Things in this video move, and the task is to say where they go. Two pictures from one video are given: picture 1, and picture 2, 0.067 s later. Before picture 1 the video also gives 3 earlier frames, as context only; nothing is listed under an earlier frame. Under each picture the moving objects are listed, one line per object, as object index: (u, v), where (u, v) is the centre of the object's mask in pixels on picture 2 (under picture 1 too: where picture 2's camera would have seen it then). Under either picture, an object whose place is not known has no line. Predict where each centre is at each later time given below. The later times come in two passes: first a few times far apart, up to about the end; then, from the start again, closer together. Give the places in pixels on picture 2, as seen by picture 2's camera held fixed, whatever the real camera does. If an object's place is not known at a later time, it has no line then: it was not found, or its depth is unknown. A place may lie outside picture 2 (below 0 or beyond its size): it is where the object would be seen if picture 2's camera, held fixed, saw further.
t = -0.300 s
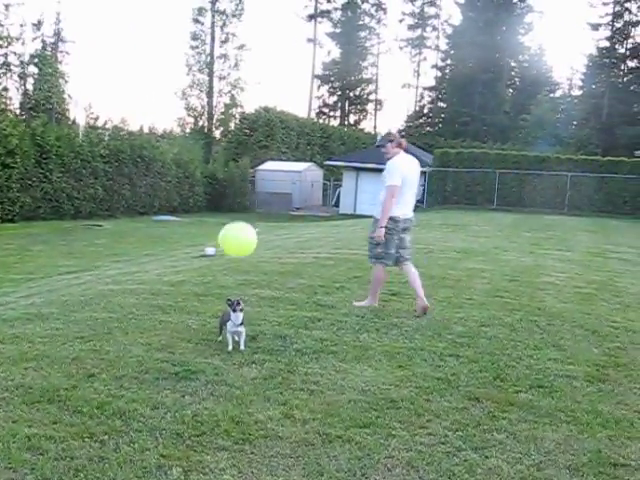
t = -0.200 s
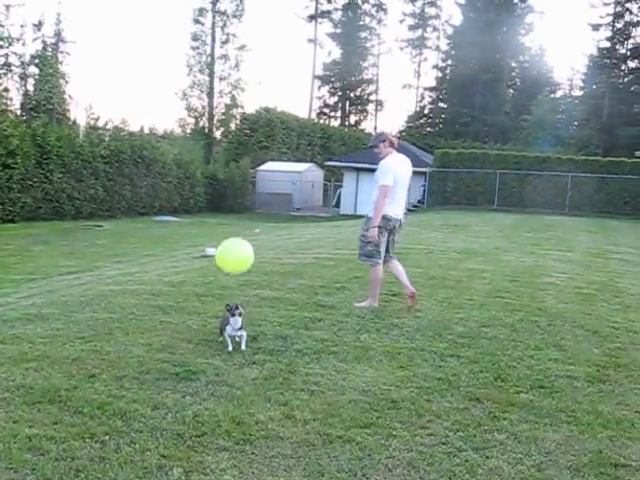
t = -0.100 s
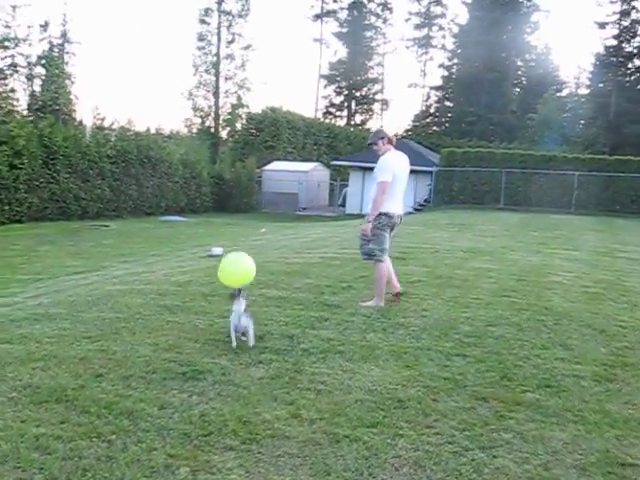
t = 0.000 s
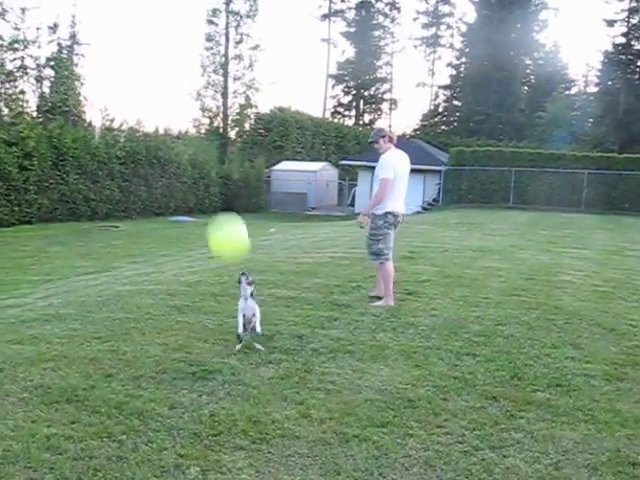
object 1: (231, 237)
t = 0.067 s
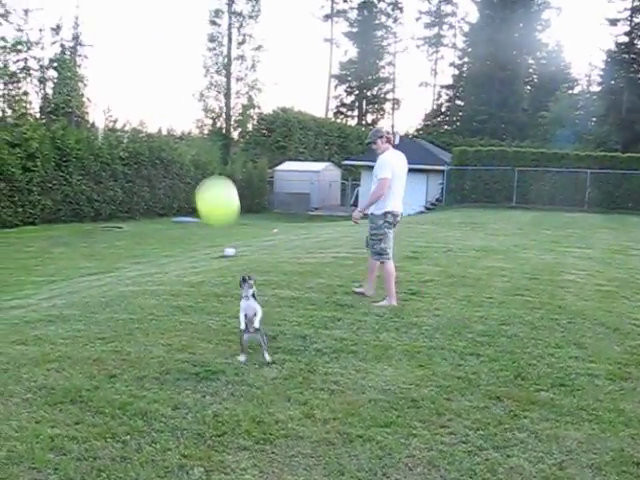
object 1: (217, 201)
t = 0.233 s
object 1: (209, 144)
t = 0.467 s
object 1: (191, 114)
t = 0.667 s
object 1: (170, 89)
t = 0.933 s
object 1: (144, 75)
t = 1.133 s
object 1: (126, 84)
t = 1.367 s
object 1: (114, 109)
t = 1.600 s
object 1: (101, 144)
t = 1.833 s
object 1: (88, 191)
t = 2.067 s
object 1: (77, 240)
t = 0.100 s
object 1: (213, 185)
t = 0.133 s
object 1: (211, 171)
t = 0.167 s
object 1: (210, 160)
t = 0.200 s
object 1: (210, 151)
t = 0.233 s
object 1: (209, 144)
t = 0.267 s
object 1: (208, 140)
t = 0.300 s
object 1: (206, 135)
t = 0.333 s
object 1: (204, 132)
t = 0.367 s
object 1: (200, 129)
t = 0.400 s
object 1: (197, 122)
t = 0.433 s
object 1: (194, 118)
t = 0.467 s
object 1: (191, 114)
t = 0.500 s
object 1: (187, 108)
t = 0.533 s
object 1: (184, 104)
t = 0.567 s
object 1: (180, 102)
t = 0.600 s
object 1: (176, 97)
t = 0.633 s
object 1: (173, 91)
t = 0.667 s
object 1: (170, 89)
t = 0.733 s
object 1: (164, 82)
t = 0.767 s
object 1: (161, 80)
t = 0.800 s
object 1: (159, 77)
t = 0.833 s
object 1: (154, 77)
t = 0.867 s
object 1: (150, 76)
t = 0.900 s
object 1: (147, 76)
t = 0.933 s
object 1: (144, 75)
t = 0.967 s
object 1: (140, 76)
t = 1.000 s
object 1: (138, 76)
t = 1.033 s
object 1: (134, 78)
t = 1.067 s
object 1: (130, 80)
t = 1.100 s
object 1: (128, 82)
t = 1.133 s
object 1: (126, 84)
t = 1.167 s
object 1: (124, 86)
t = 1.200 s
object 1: (121, 90)
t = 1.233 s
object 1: (120, 93)
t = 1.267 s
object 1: (118, 96)
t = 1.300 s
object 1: (115, 99)
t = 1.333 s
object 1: (113, 104)
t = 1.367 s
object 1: (114, 109)
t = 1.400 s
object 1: (111, 115)
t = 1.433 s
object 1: (109, 120)
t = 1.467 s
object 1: (108, 125)
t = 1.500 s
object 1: (107, 129)
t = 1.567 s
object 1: (103, 140)
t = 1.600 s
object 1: (101, 144)
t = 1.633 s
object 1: (96, 150)
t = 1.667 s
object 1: (95, 156)
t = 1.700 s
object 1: (93, 163)
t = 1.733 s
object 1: (93, 170)
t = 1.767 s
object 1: (92, 177)
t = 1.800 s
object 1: (90, 184)
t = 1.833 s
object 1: (88, 191)
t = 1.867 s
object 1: (87, 198)
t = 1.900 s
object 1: (84, 205)
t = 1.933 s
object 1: (83, 212)
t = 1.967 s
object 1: (82, 219)
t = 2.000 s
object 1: (79, 226)
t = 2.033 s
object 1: (78, 233)
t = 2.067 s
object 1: (77, 240)
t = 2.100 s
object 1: (78, 246)
